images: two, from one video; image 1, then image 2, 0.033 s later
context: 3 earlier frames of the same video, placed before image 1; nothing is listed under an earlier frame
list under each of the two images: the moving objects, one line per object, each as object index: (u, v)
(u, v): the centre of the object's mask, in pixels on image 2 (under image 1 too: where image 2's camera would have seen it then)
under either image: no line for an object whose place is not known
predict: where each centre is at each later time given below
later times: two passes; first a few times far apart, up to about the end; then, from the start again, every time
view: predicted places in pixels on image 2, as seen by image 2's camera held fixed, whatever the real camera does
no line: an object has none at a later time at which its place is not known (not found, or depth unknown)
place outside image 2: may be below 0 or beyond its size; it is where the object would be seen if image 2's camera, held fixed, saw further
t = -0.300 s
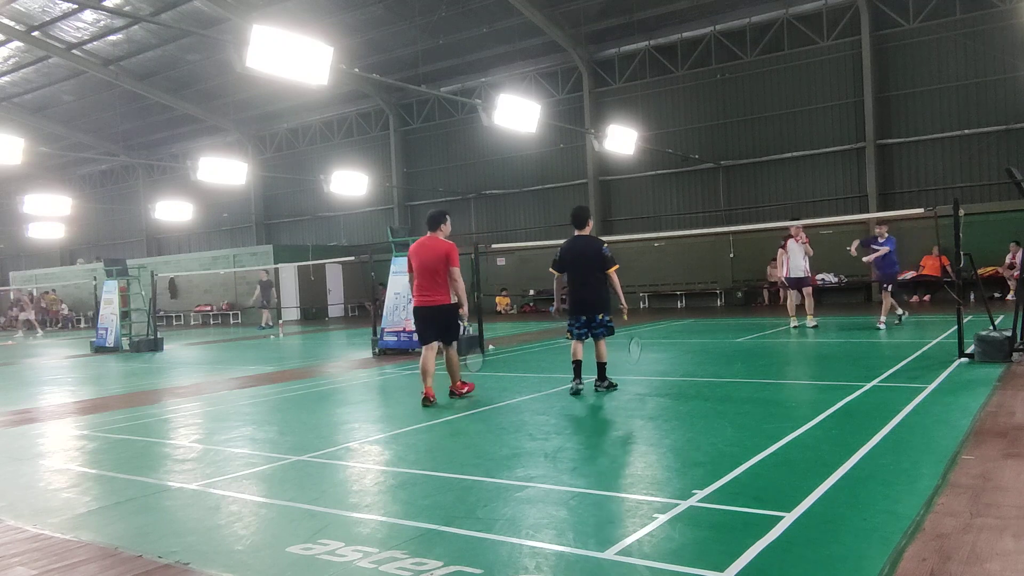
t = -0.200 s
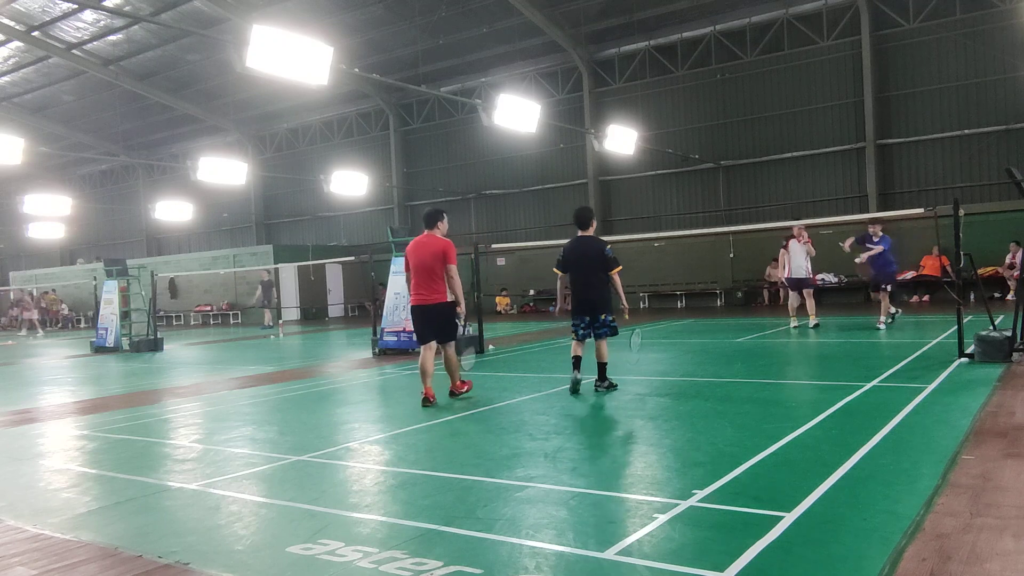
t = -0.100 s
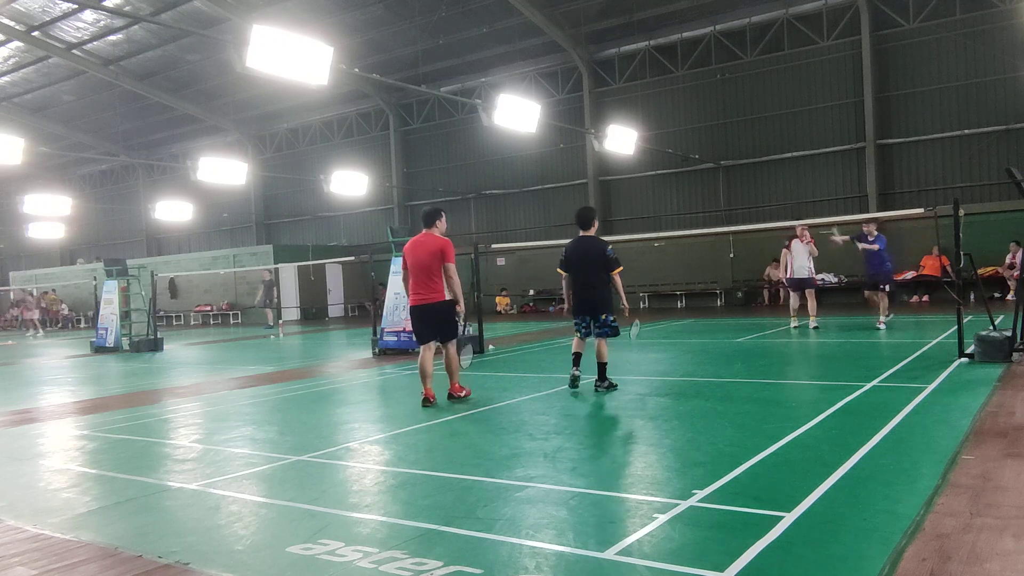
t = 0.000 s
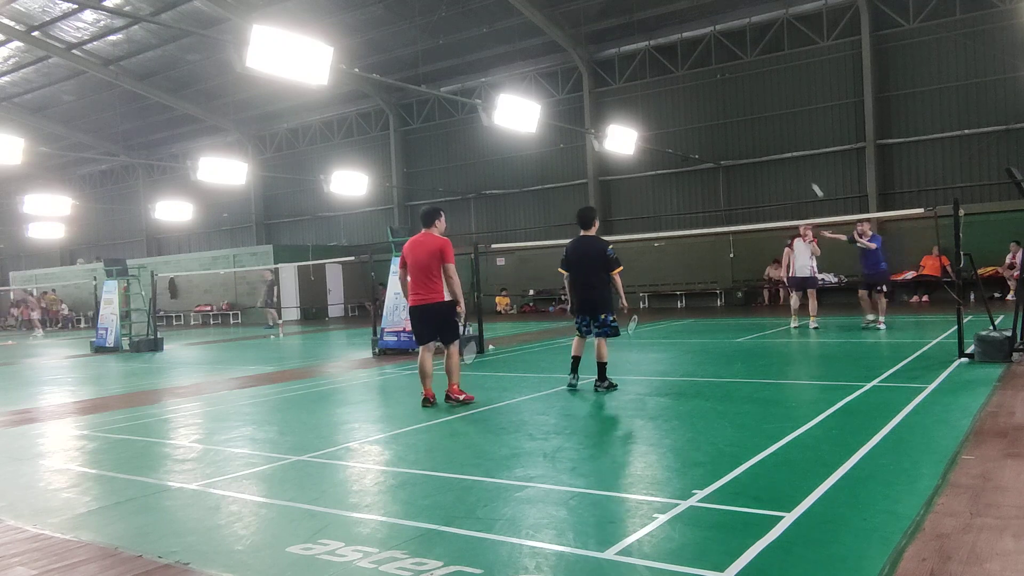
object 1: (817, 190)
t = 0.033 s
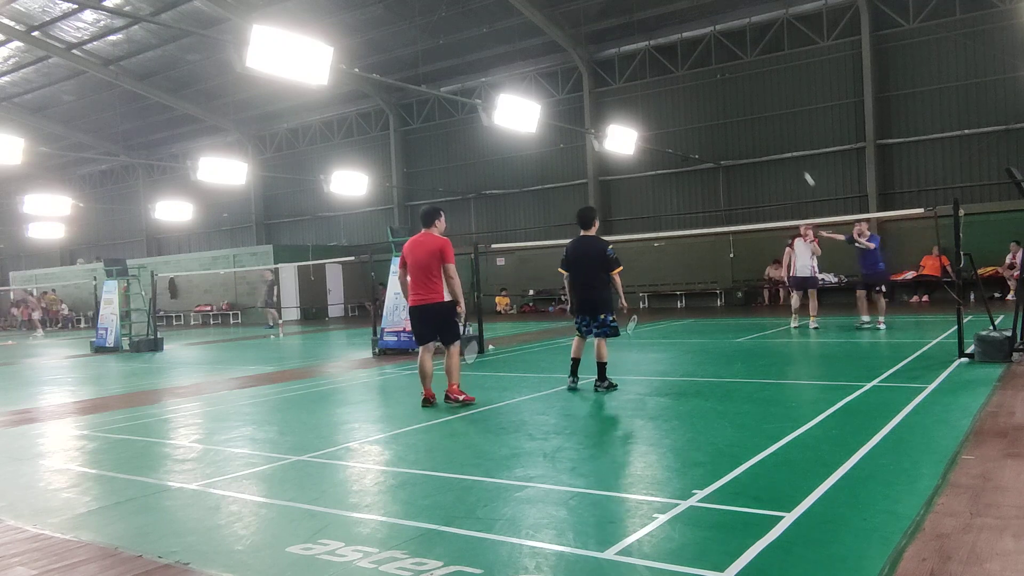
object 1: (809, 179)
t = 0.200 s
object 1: (777, 135)
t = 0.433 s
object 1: (738, 115)
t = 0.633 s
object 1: (709, 133)
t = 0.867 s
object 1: (680, 194)
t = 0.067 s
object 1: (802, 169)
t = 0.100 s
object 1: (795, 159)
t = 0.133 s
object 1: (789, 150)
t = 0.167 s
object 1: (783, 142)
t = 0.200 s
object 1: (777, 135)
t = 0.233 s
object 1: (771, 130)
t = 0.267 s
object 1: (764, 125)
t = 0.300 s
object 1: (760, 121)
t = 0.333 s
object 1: (754, 118)
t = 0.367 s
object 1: (749, 116)
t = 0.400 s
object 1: (744, 115)
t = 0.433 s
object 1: (738, 115)
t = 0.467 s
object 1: (733, 116)
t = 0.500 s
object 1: (728, 117)
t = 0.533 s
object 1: (723, 120)
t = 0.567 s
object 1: (718, 123)
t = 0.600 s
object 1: (713, 127)
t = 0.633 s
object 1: (709, 133)
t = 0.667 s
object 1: (704, 139)
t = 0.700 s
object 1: (700, 146)
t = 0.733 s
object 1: (696, 154)
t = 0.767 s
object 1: (692, 162)
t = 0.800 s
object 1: (687, 172)
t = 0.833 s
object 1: (684, 182)
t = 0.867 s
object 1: (680, 194)
